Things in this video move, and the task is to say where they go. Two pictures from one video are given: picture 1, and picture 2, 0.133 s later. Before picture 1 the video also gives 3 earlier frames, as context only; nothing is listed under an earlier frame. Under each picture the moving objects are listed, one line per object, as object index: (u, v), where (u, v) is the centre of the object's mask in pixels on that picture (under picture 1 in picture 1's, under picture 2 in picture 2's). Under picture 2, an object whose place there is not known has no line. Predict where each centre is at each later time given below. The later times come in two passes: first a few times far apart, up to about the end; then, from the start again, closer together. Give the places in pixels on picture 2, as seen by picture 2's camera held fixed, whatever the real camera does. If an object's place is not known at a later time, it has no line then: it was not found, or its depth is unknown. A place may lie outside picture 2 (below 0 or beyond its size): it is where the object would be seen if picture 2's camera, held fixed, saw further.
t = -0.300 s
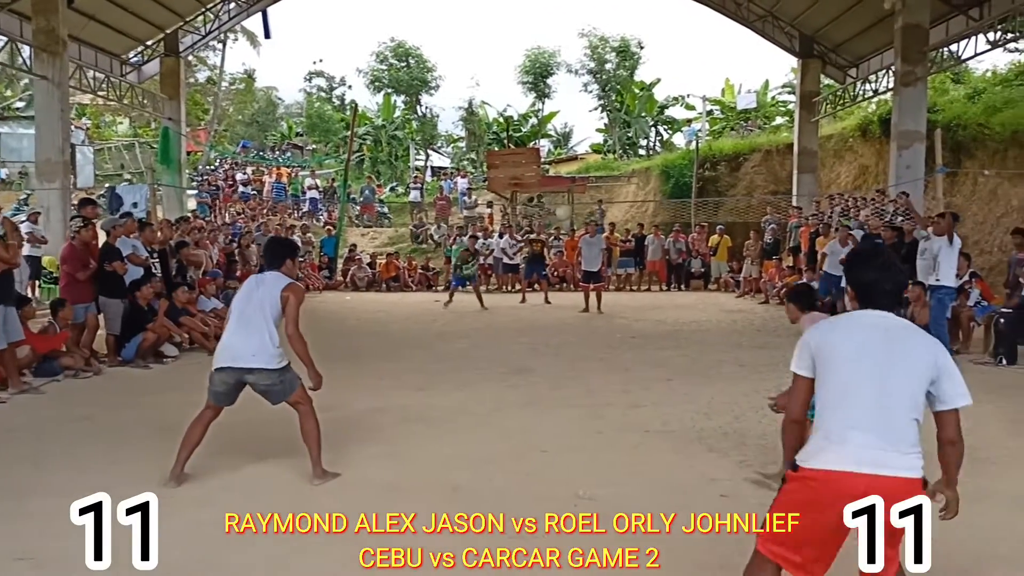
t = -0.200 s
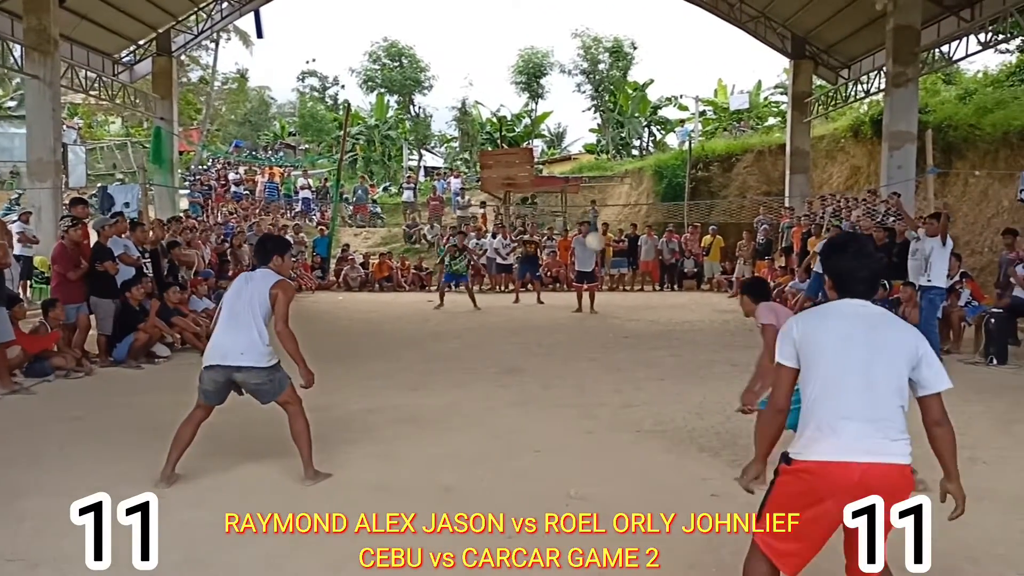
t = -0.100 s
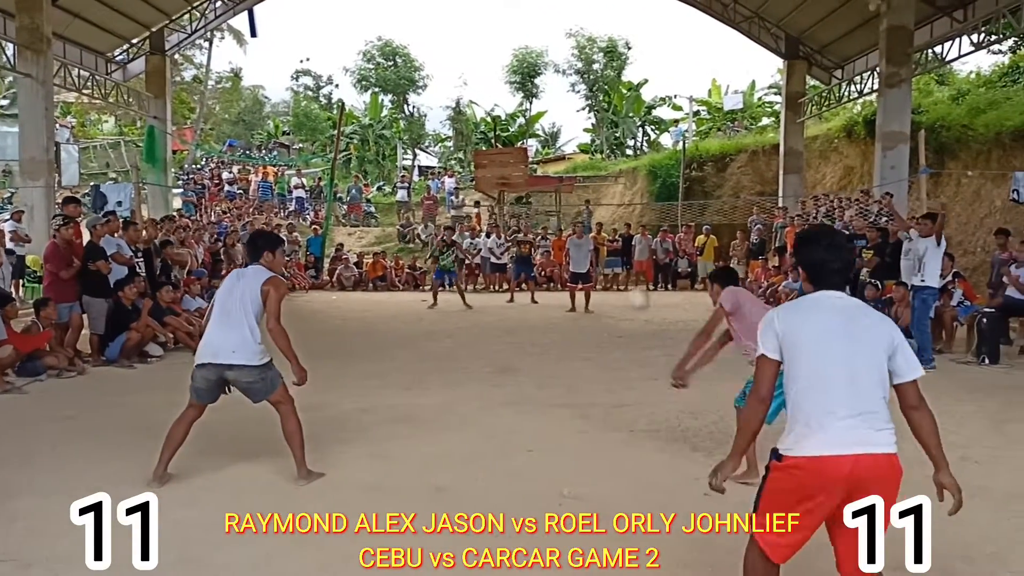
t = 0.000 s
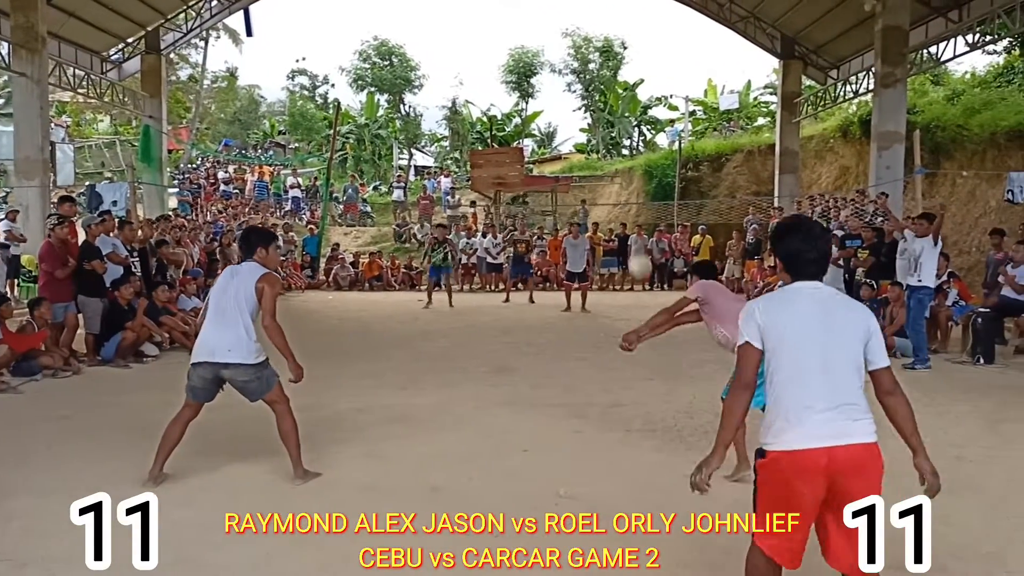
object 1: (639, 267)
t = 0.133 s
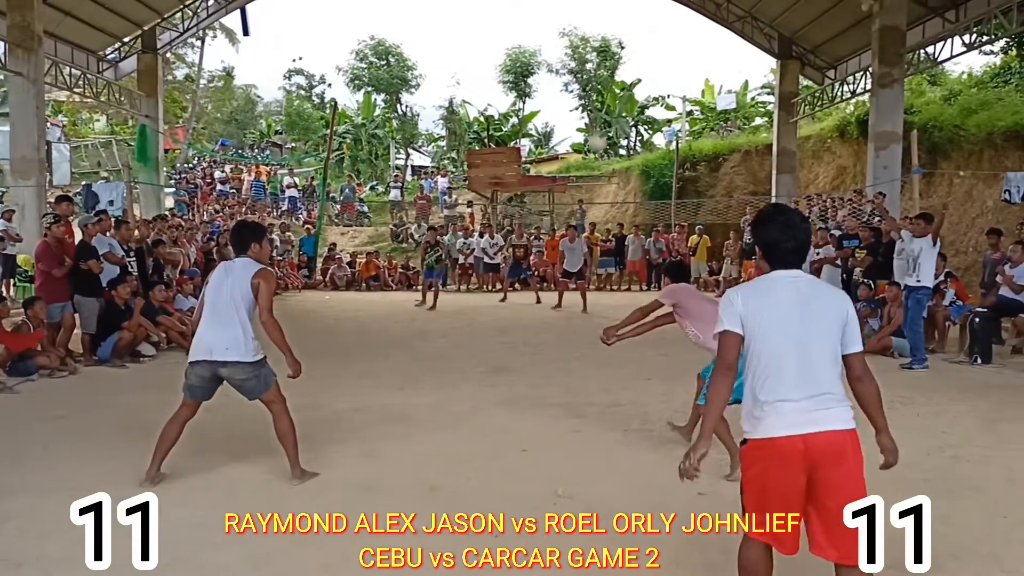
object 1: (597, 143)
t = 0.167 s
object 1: (589, 120)
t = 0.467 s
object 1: (542, 14)
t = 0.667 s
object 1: (523, 5)
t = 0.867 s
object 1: (508, 25)
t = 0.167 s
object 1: (589, 120)
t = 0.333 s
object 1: (559, 43)
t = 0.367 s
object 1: (555, 33)
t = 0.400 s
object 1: (550, 26)
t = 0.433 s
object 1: (546, 19)
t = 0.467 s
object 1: (542, 14)
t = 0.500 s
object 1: (538, 10)
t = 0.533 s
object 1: (535, 7)
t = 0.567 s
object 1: (532, 5)
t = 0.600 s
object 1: (528, 4)
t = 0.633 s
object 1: (525, 4)
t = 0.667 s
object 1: (523, 5)
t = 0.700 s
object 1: (520, 7)
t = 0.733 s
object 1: (517, 9)
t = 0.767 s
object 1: (515, 13)
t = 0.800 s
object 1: (513, 16)
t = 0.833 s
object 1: (510, 20)
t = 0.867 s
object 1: (508, 25)
